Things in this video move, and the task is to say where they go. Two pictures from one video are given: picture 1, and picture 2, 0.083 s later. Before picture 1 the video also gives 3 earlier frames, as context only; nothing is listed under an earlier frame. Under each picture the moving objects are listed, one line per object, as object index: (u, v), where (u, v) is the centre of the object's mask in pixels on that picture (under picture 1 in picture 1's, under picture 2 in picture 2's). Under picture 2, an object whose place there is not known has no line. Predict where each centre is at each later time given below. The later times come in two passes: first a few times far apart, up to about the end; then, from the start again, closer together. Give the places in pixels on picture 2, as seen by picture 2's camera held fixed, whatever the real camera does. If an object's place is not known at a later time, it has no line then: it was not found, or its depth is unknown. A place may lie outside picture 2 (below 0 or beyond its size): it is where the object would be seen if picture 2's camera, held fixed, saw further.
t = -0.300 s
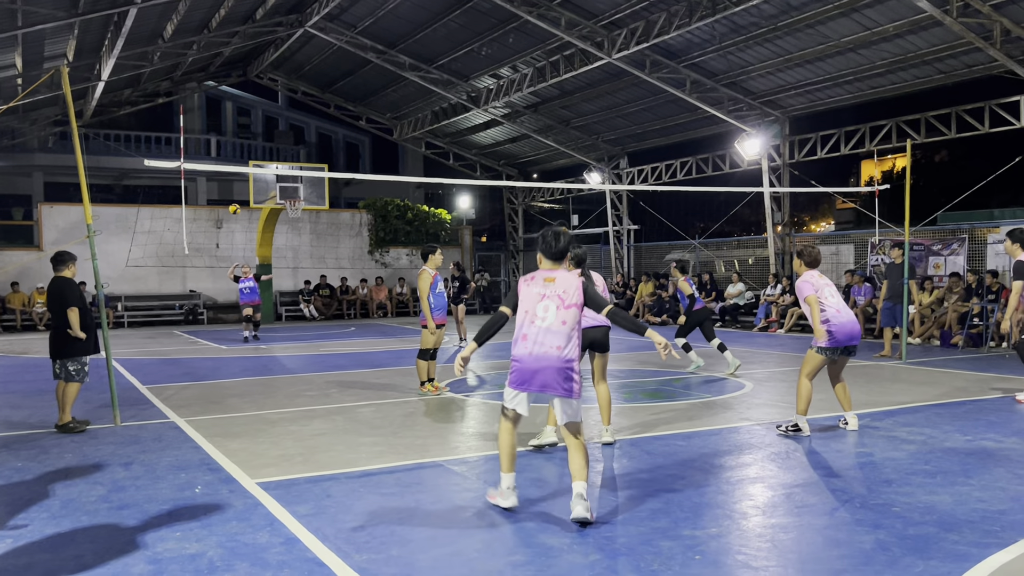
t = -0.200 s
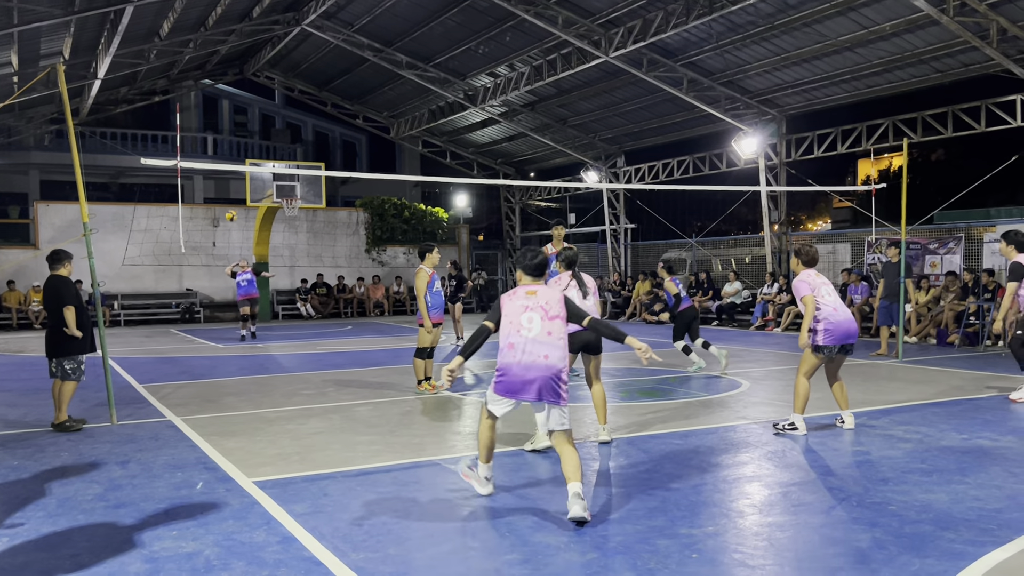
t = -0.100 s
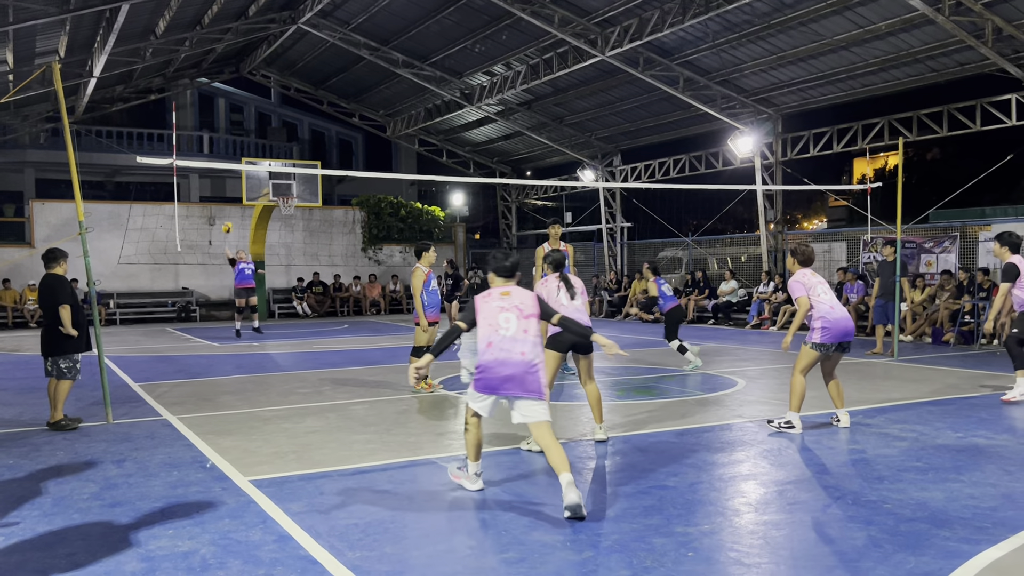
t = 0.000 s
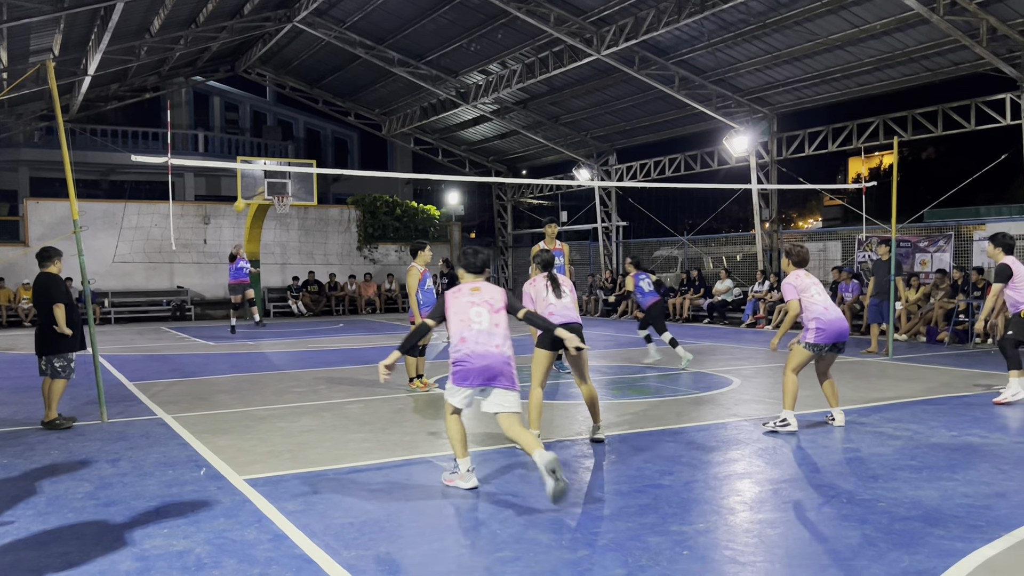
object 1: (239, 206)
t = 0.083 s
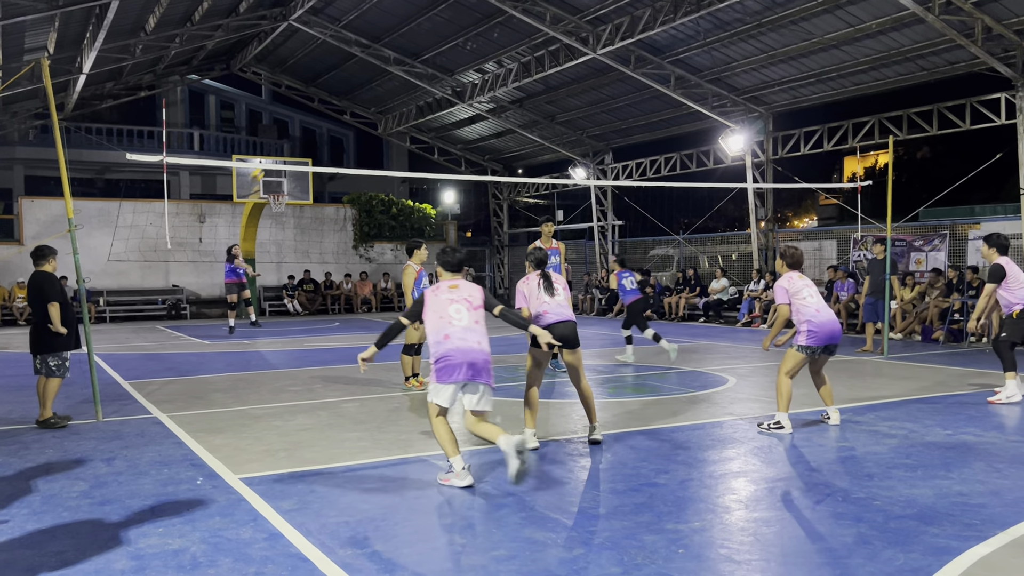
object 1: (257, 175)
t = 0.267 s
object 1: (306, 112)
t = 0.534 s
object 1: (386, 48)
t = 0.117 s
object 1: (265, 159)
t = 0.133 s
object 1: (270, 155)
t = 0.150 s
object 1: (274, 150)
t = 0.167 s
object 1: (278, 146)
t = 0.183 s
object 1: (283, 140)
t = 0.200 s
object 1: (288, 134)
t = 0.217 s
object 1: (292, 129)
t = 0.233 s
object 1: (297, 123)
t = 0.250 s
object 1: (301, 118)
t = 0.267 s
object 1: (306, 112)
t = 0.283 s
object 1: (311, 107)
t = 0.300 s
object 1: (315, 102)
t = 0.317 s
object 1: (320, 98)
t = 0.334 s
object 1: (324, 93)
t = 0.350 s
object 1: (329, 88)
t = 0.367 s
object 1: (334, 84)
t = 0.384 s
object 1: (339, 79)
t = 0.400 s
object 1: (344, 75)
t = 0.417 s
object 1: (349, 71)
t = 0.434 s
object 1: (355, 67)
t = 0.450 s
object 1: (360, 64)
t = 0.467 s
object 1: (366, 61)
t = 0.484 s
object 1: (371, 57)
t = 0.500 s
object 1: (376, 54)
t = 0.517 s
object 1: (380, 51)
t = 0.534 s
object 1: (386, 48)
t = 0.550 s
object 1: (392, 45)
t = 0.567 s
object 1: (398, 43)
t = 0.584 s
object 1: (403, 41)
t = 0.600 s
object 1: (410, 38)
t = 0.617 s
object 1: (416, 36)
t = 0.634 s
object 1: (423, 34)
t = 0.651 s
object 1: (429, 32)
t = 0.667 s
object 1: (436, 30)
